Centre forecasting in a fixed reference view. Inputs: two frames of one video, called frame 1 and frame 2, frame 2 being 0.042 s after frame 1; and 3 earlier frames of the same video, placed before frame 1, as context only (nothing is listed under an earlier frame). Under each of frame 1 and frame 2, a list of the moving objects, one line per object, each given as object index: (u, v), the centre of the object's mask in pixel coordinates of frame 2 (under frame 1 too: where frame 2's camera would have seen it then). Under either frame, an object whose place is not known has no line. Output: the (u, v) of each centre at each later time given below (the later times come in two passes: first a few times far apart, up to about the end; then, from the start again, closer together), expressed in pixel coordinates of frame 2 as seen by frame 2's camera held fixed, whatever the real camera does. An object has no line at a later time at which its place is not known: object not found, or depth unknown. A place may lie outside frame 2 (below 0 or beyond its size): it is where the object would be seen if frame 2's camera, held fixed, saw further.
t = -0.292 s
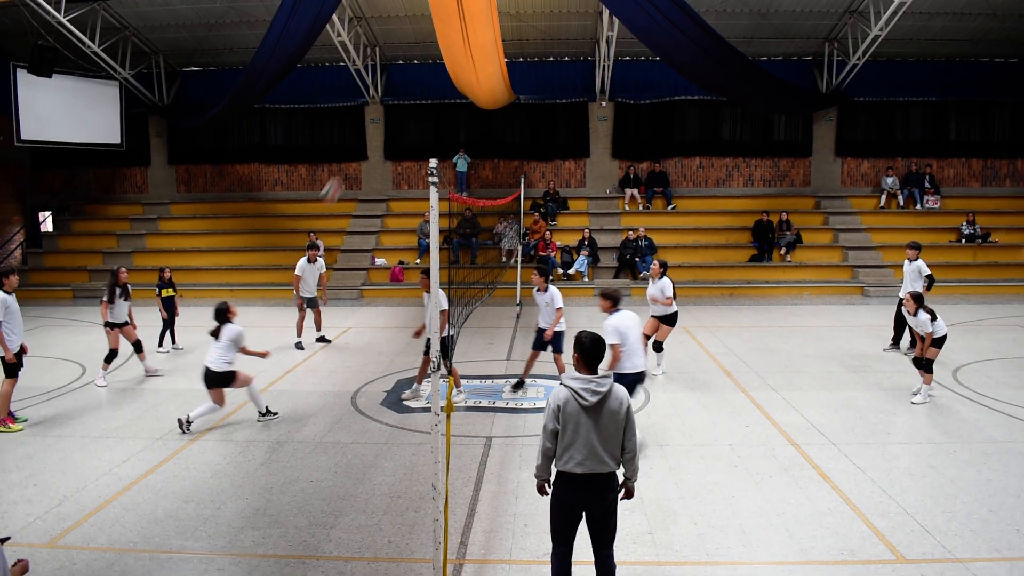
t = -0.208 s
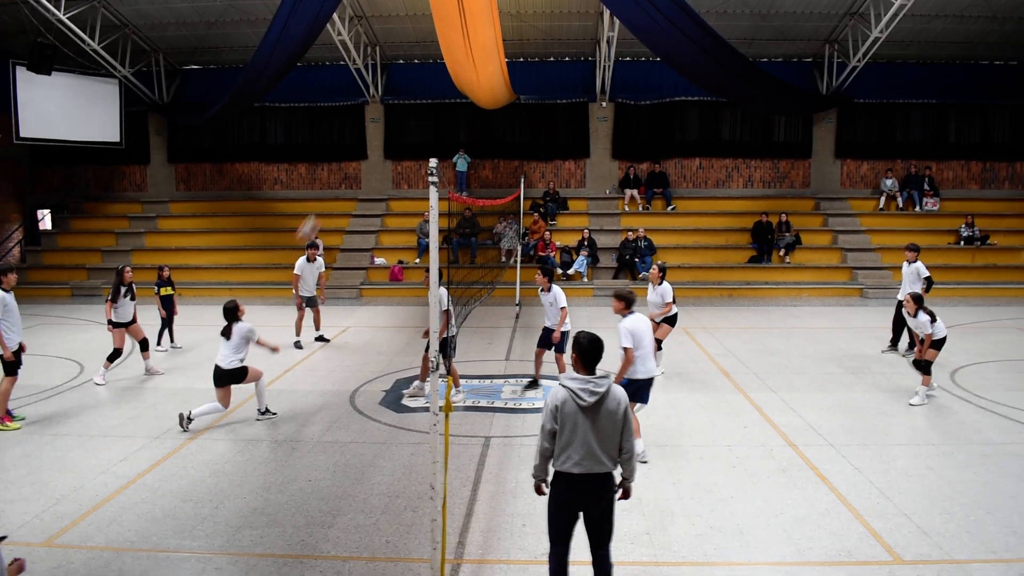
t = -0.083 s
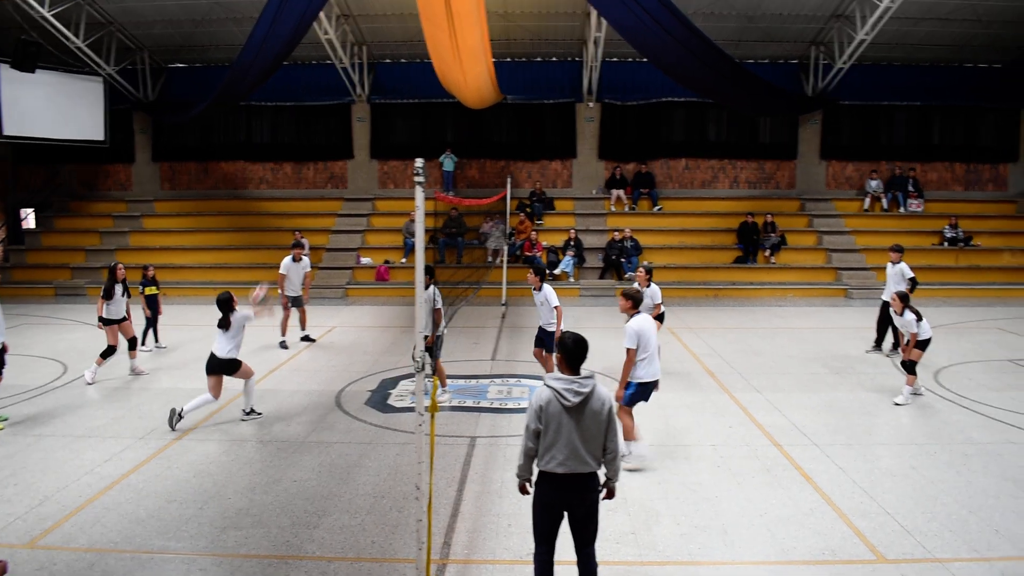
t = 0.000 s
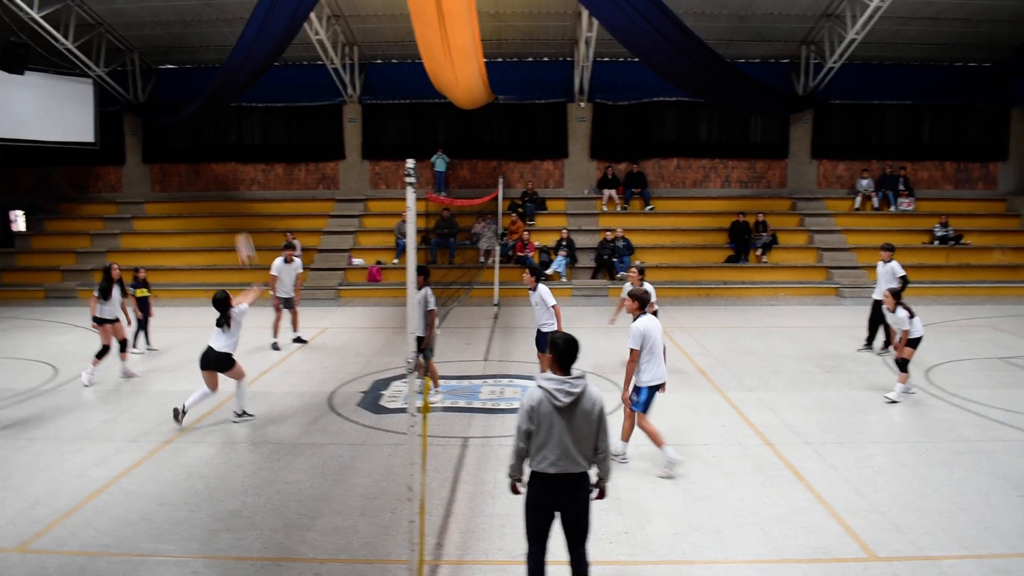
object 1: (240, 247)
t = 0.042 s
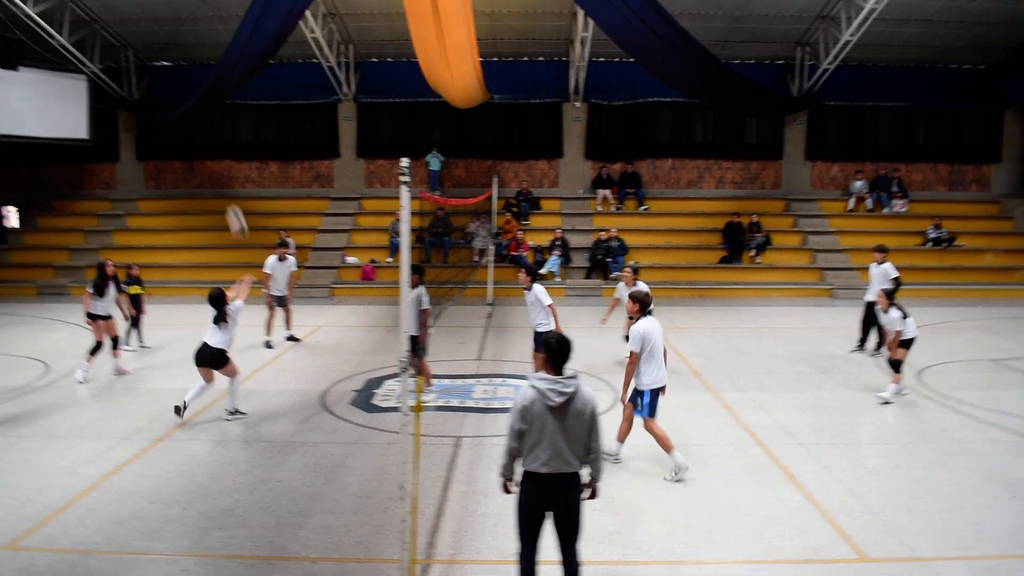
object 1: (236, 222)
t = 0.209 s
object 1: (227, 134)
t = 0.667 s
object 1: (213, 28)
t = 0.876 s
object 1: (208, 41)
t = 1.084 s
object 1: (203, 90)
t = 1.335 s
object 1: (199, 196)
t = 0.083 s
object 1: (233, 197)
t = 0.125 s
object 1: (230, 175)
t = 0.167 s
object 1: (228, 153)
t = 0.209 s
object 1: (227, 134)
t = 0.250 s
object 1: (226, 118)
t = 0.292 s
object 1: (225, 101)
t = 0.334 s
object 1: (224, 87)
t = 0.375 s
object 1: (223, 75)
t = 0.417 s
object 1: (221, 63)
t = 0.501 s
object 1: (218, 45)
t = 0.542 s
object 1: (216, 39)
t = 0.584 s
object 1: (215, 34)
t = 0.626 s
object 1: (214, 30)
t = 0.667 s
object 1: (213, 28)
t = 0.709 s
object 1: (212, 28)
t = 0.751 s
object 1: (210, 29)
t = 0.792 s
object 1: (209, 32)
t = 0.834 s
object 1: (209, 35)
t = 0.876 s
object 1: (208, 41)
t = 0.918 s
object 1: (207, 48)
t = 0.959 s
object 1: (206, 56)
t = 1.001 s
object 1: (205, 66)
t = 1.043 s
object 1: (204, 78)
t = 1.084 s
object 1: (203, 90)
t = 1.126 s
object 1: (202, 105)
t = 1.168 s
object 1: (200, 121)
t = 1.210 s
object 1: (199, 138)
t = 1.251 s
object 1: (199, 156)
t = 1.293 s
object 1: (198, 176)
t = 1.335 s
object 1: (199, 196)
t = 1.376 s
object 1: (199, 218)
